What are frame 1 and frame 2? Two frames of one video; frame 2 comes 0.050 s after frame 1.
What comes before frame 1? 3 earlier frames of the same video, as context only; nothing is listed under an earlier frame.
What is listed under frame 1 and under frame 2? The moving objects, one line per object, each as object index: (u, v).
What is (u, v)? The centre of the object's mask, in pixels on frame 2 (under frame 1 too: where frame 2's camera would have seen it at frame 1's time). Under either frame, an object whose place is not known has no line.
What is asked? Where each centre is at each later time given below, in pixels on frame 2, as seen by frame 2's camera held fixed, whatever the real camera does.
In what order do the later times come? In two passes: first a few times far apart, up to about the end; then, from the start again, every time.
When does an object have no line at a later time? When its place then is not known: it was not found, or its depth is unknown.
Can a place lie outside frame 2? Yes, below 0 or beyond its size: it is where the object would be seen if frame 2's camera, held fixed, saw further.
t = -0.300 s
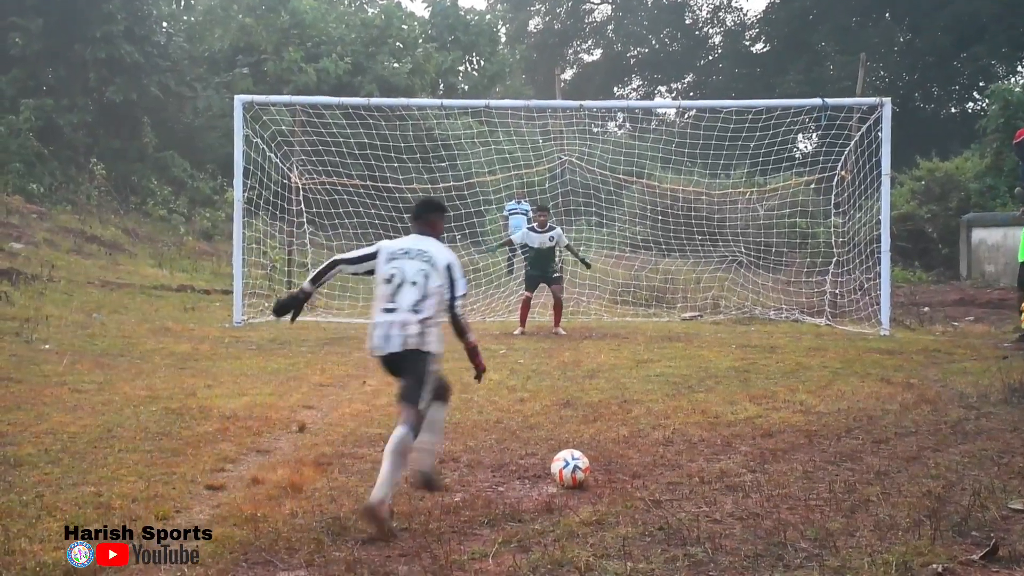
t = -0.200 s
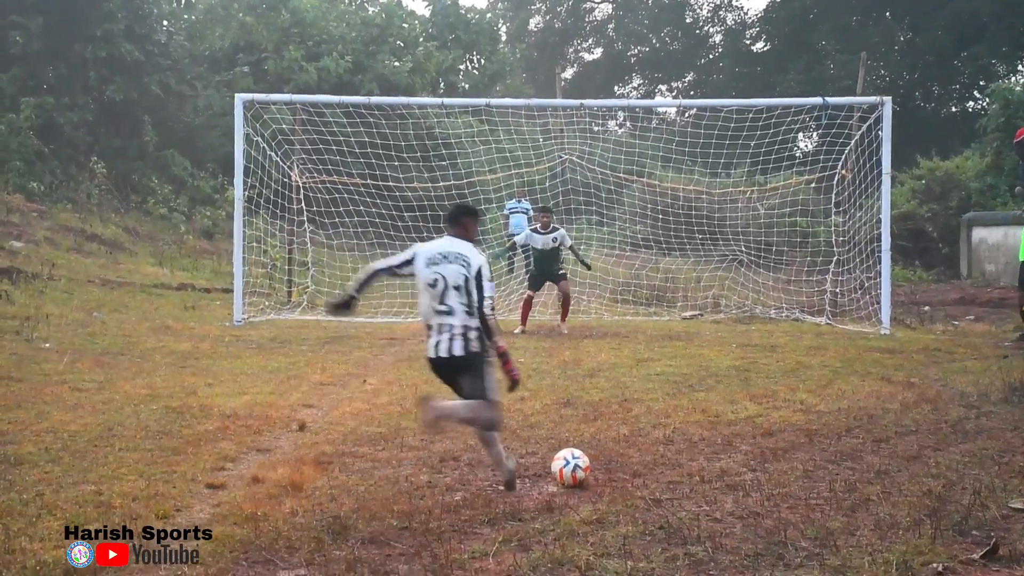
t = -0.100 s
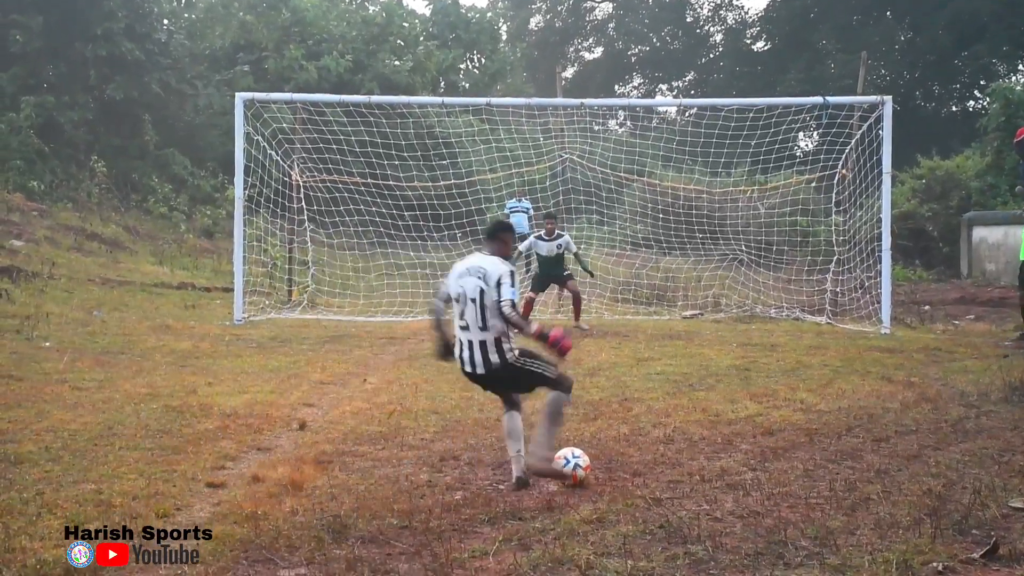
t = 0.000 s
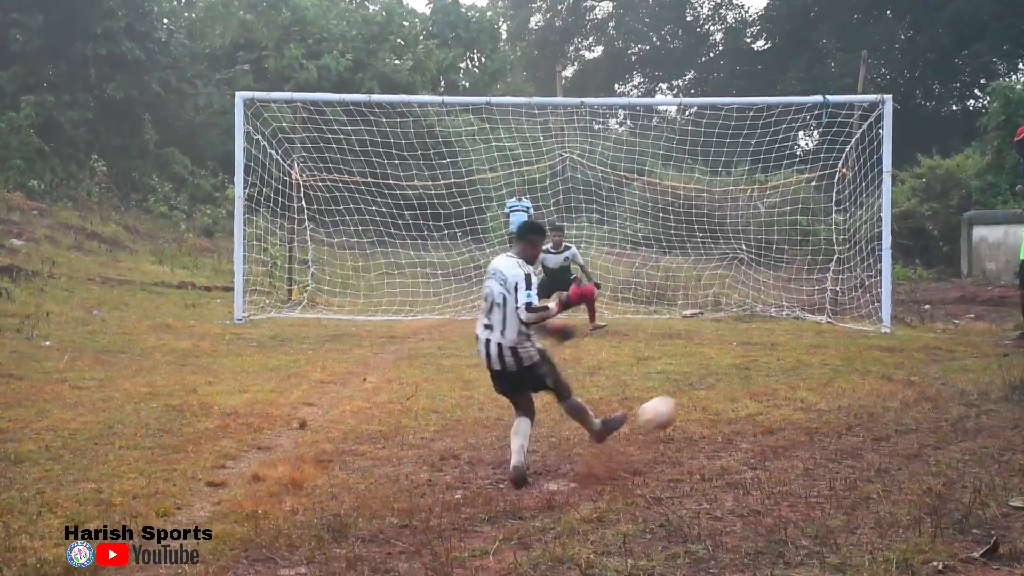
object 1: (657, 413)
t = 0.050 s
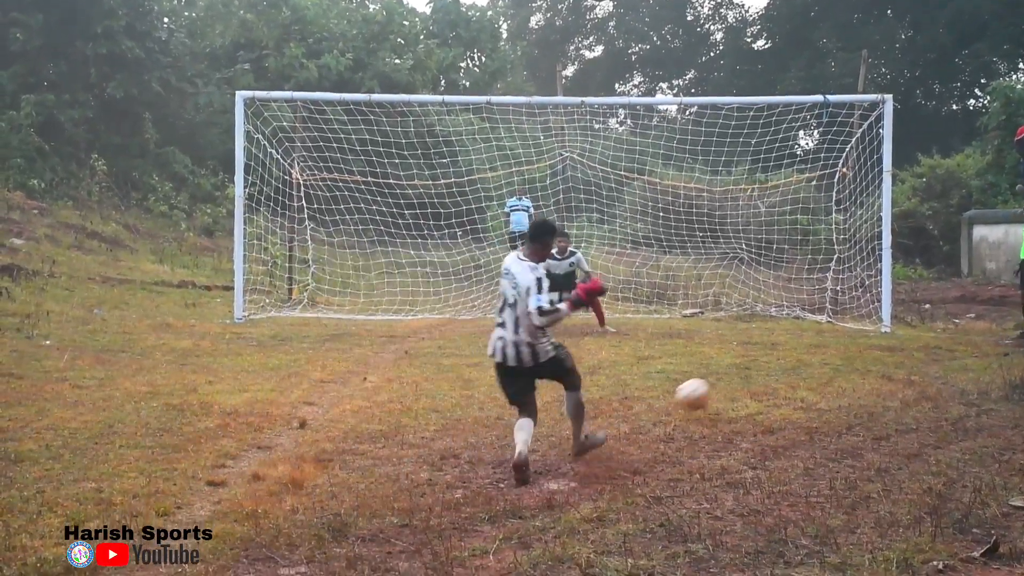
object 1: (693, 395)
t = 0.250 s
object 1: (772, 353)
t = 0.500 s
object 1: (808, 318)
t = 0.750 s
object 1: (832, 275)
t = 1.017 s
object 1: (823, 269)
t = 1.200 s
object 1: (812, 300)
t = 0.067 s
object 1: (703, 390)
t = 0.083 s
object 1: (712, 385)
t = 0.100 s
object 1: (720, 382)
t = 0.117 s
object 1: (728, 379)
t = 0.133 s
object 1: (736, 377)
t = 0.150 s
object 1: (743, 375)
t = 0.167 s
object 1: (748, 371)
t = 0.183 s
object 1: (754, 367)
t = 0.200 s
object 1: (758, 363)
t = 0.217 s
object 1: (763, 360)
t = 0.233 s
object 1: (768, 356)
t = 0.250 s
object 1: (772, 353)
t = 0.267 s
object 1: (775, 350)
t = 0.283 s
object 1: (779, 348)
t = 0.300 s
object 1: (782, 344)
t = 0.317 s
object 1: (785, 340)
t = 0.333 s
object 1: (788, 336)
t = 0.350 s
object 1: (791, 332)
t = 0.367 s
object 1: (794, 329)
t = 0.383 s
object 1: (796, 326)
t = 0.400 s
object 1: (798, 324)
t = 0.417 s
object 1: (800, 322)
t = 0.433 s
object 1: (802, 321)
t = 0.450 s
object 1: (804, 320)
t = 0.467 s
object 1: (805, 319)
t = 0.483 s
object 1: (806, 318)
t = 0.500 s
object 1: (808, 318)
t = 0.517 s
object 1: (809, 319)
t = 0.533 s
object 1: (810, 318)
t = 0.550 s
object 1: (812, 316)
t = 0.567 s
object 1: (812, 313)
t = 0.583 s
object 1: (813, 309)
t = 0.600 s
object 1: (815, 306)
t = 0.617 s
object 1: (817, 303)
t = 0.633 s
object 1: (819, 299)
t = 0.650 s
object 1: (822, 296)
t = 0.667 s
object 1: (825, 292)
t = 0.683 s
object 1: (828, 287)
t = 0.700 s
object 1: (830, 283)
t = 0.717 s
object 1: (831, 280)
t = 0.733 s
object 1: (832, 279)
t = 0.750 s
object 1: (832, 275)
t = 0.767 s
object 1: (833, 274)
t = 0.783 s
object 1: (833, 274)
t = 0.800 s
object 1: (832, 269)
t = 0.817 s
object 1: (832, 269)
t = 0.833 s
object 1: (831, 269)
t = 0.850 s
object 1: (830, 265)
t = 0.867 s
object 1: (830, 268)
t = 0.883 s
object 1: (829, 264)
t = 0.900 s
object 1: (828, 264)
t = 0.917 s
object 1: (827, 264)
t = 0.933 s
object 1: (826, 264)
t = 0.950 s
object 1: (826, 264)
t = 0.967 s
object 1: (824, 265)
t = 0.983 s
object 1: (823, 265)
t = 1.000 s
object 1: (823, 267)
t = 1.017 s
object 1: (823, 269)
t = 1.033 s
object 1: (821, 270)
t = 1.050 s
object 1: (820, 273)
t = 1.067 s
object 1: (819, 275)
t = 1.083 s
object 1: (818, 277)
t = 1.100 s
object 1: (816, 280)
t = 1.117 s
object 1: (816, 281)
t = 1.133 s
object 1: (815, 284)
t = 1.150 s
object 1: (814, 287)
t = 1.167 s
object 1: (813, 291)
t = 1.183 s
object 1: (812, 295)
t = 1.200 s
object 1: (812, 300)
